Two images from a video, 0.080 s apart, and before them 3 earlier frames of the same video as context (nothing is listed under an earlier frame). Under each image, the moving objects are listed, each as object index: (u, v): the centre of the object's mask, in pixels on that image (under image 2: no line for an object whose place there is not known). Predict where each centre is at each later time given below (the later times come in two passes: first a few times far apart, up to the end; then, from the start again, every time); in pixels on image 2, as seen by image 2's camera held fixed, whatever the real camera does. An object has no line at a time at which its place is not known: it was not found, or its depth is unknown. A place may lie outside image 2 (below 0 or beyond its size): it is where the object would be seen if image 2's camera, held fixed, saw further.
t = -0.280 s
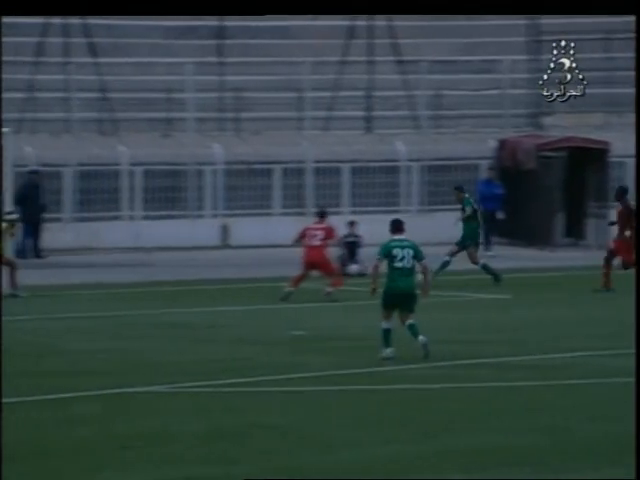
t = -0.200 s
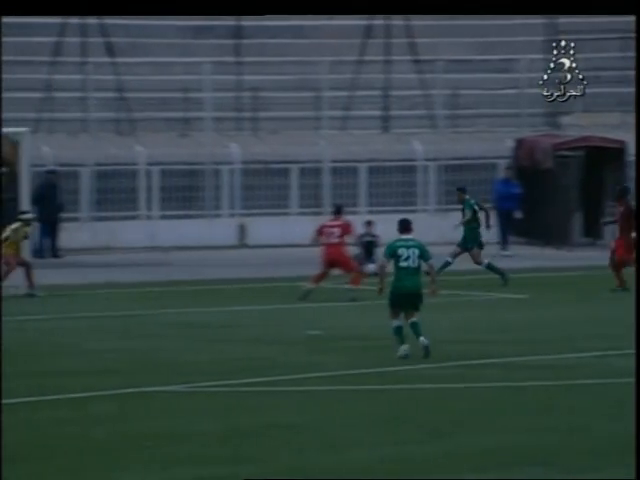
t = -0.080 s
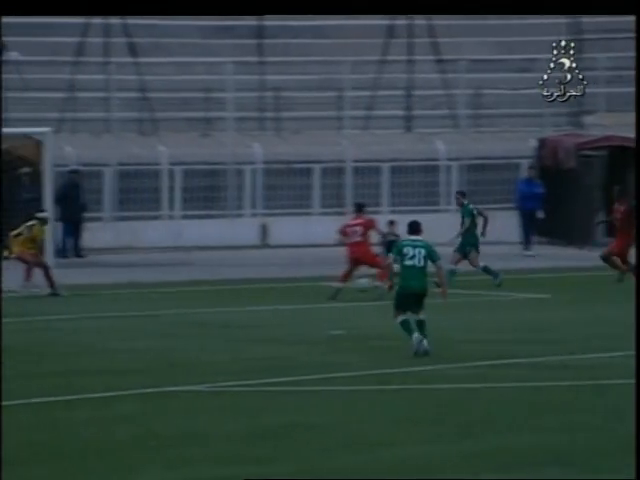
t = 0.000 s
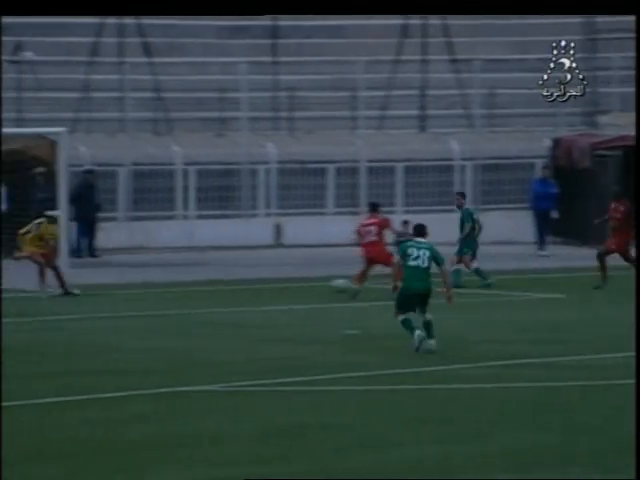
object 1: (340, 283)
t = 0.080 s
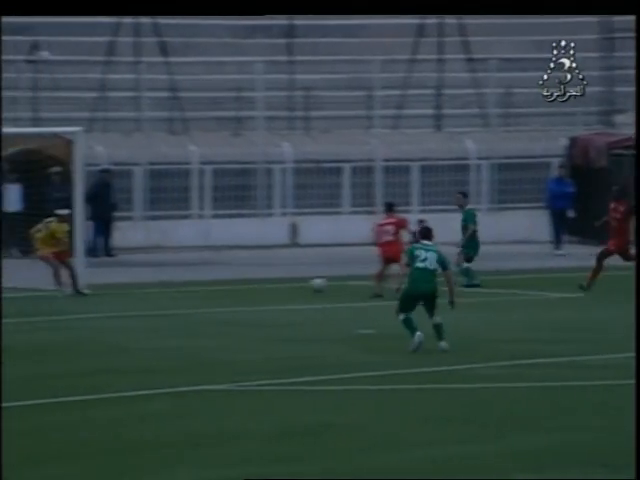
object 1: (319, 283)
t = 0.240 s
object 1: (244, 288)
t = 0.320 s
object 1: (209, 290)
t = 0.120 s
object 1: (300, 283)
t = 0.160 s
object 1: (282, 284)
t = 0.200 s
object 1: (262, 286)
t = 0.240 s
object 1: (244, 288)
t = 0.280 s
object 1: (226, 290)
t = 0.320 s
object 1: (209, 290)
